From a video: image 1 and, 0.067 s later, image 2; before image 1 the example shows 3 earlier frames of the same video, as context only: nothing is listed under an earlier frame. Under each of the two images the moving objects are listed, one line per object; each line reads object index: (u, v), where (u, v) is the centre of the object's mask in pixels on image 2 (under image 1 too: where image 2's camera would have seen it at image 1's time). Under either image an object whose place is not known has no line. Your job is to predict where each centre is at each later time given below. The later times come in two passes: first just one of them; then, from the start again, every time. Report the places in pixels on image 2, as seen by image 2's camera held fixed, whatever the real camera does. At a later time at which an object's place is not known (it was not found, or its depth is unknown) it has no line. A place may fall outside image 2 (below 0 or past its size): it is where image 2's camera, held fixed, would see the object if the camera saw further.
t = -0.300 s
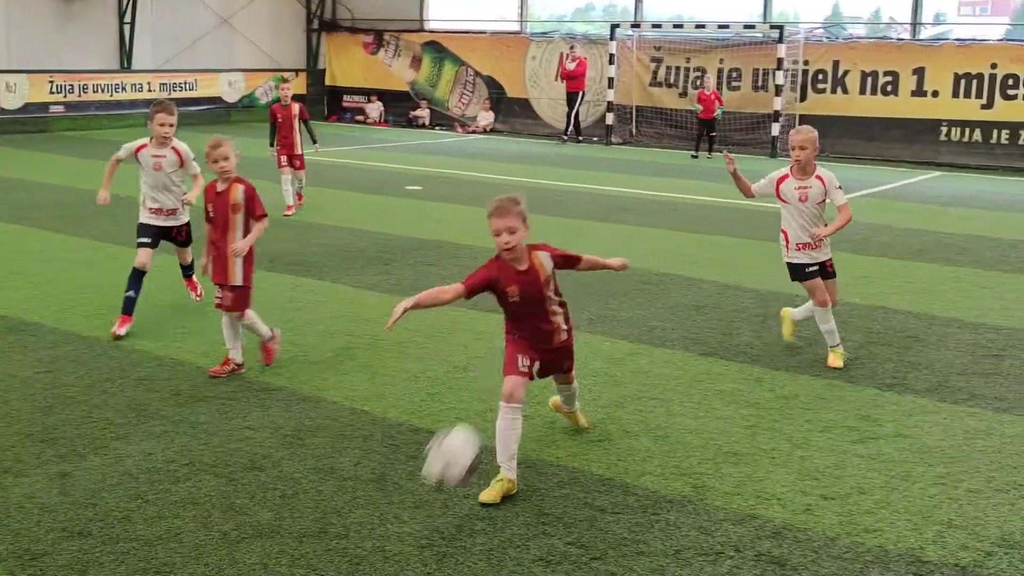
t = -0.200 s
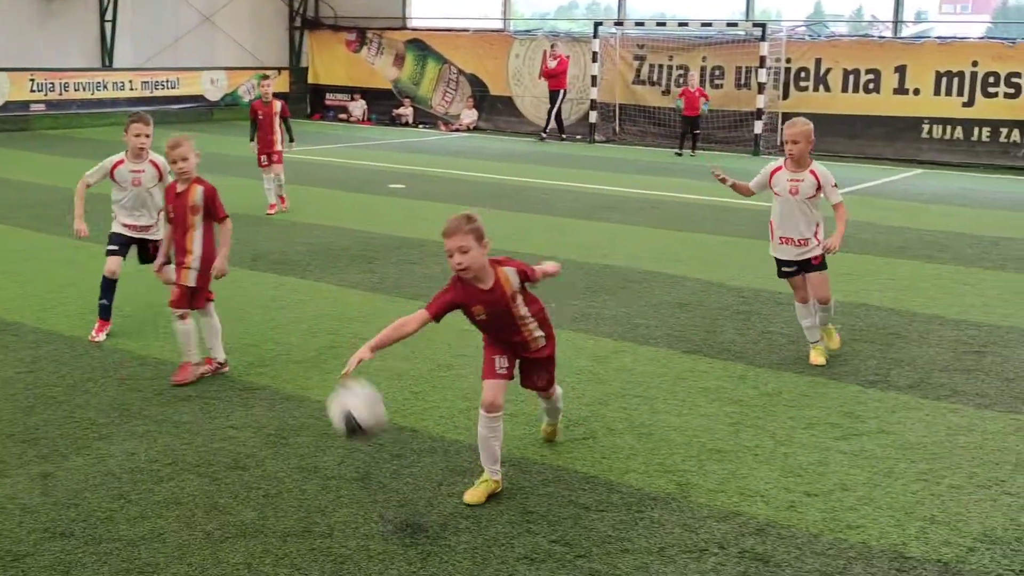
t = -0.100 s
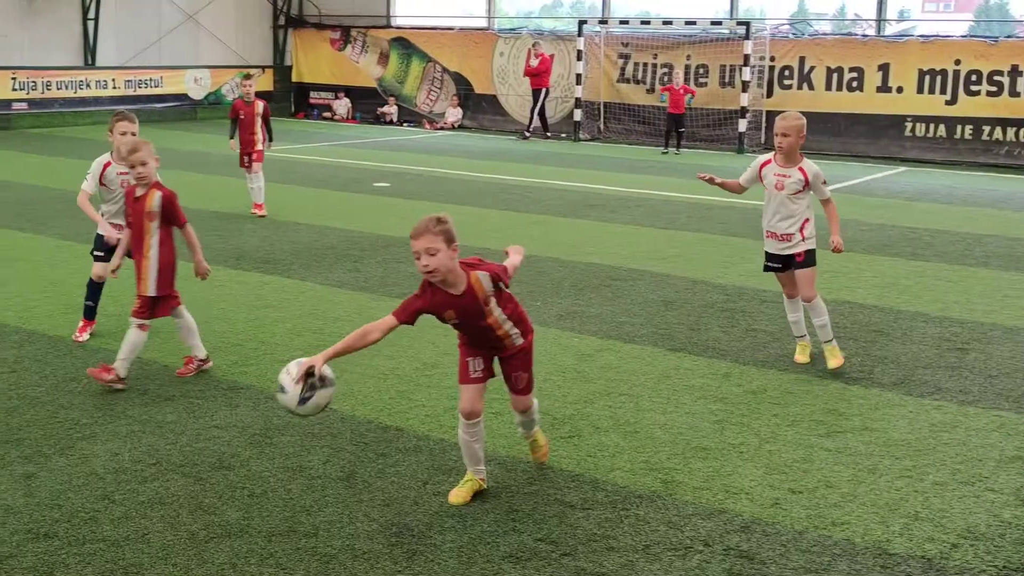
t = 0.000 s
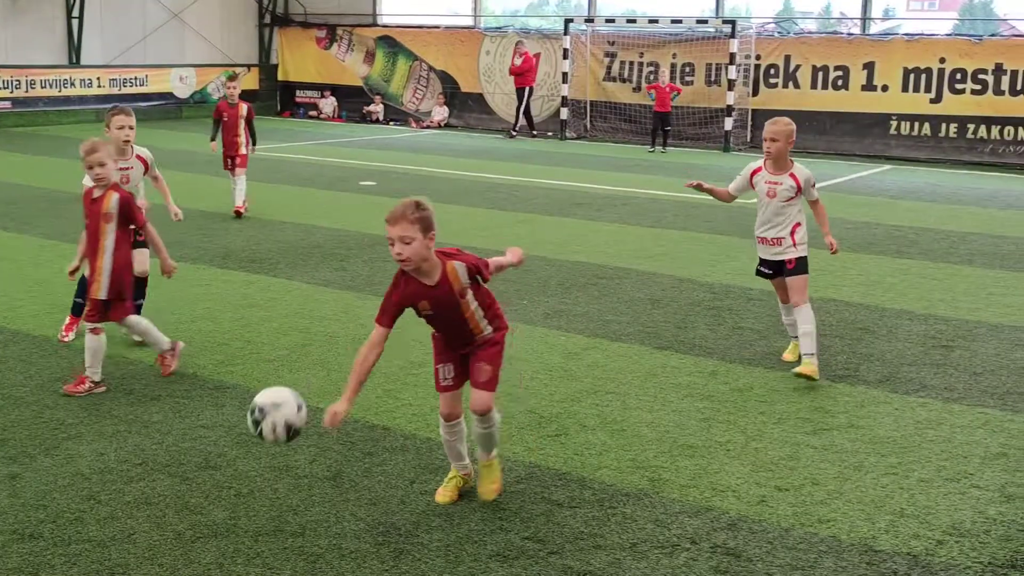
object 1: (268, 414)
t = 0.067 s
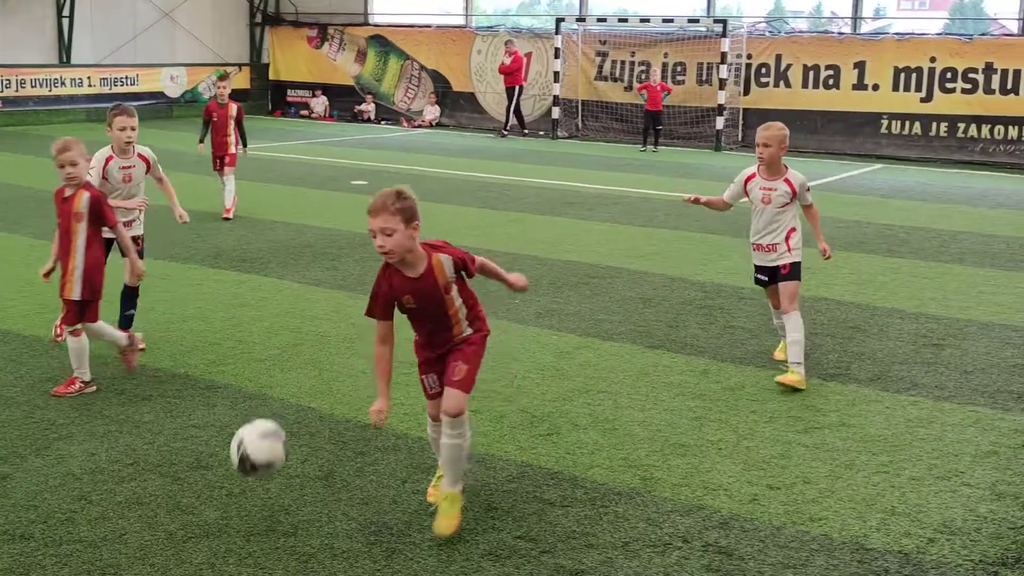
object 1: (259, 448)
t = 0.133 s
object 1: (252, 495)
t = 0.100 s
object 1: (256, 470)
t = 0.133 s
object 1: (252, 495)
